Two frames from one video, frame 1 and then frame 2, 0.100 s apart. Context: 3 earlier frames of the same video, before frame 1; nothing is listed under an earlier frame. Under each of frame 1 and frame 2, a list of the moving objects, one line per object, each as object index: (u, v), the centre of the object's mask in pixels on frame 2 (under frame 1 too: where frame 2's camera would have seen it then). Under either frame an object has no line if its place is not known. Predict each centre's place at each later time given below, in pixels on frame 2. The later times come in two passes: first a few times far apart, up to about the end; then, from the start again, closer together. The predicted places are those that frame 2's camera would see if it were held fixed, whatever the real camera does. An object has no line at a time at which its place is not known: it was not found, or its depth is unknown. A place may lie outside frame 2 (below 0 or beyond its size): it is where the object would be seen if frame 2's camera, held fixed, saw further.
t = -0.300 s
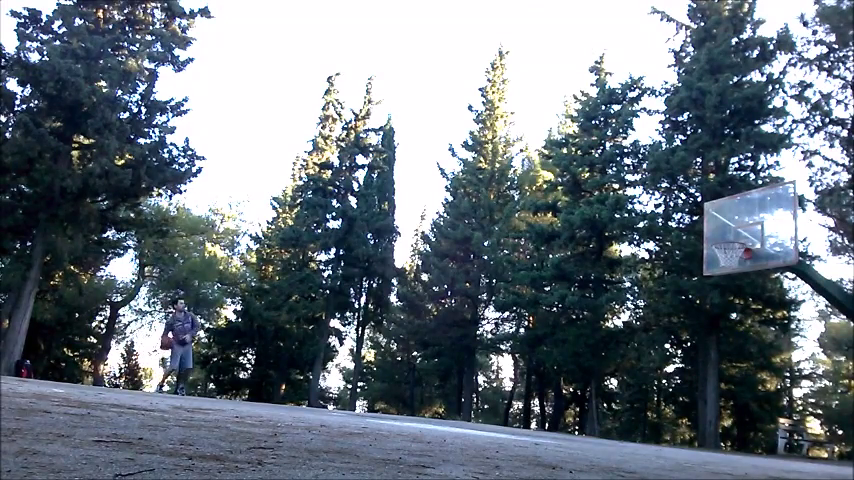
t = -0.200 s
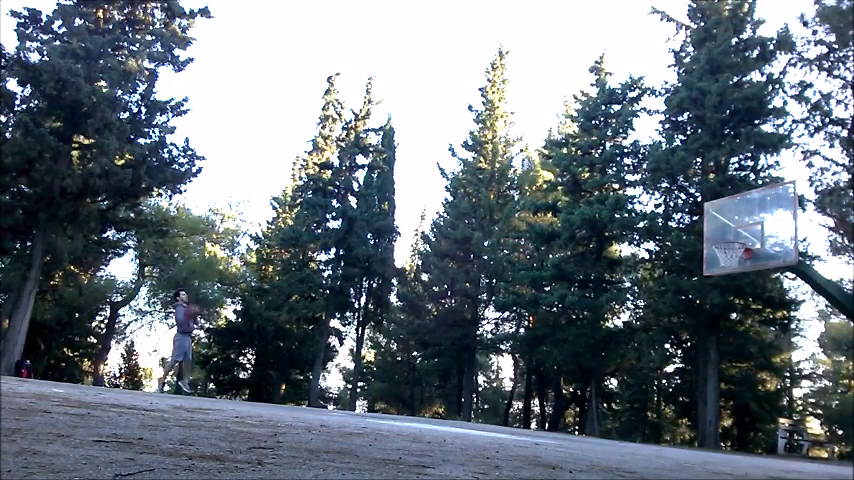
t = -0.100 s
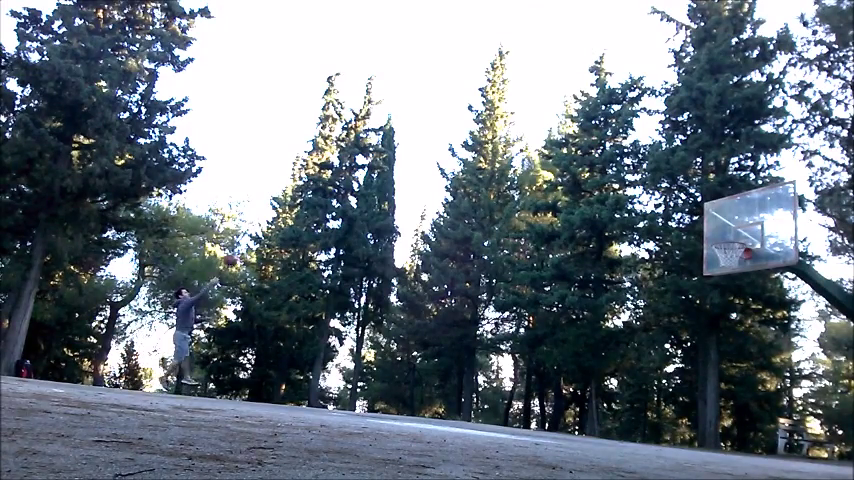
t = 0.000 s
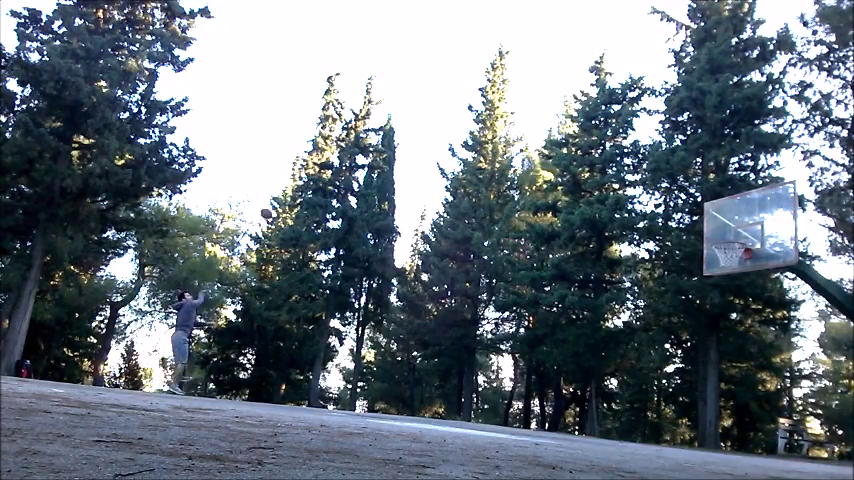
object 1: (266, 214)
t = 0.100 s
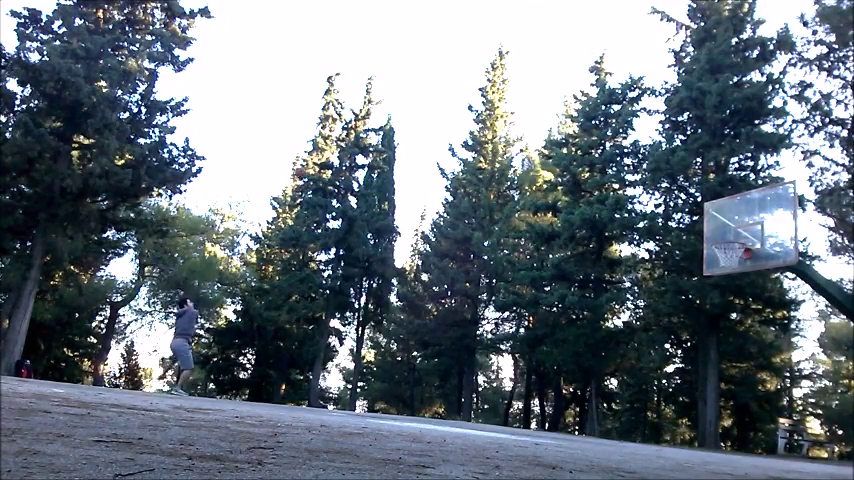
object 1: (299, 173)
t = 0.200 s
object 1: (332, 138)
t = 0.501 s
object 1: (425, 67)
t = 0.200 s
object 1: (332, 138)
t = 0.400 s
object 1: (395, 86)
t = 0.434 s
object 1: (405, 79)
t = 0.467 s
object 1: (415, 73)
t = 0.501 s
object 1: (425, 67)
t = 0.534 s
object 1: (435, 61)
